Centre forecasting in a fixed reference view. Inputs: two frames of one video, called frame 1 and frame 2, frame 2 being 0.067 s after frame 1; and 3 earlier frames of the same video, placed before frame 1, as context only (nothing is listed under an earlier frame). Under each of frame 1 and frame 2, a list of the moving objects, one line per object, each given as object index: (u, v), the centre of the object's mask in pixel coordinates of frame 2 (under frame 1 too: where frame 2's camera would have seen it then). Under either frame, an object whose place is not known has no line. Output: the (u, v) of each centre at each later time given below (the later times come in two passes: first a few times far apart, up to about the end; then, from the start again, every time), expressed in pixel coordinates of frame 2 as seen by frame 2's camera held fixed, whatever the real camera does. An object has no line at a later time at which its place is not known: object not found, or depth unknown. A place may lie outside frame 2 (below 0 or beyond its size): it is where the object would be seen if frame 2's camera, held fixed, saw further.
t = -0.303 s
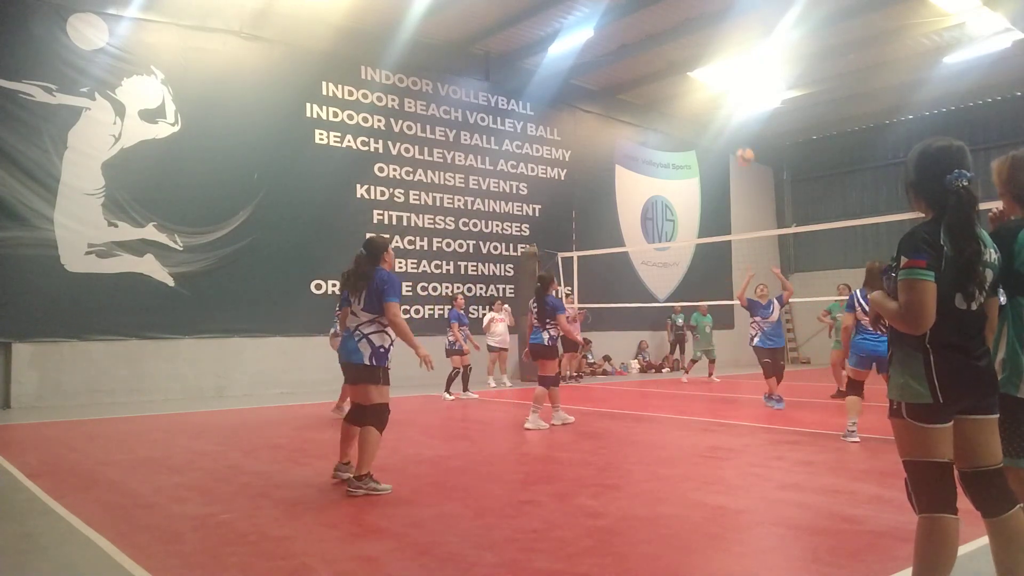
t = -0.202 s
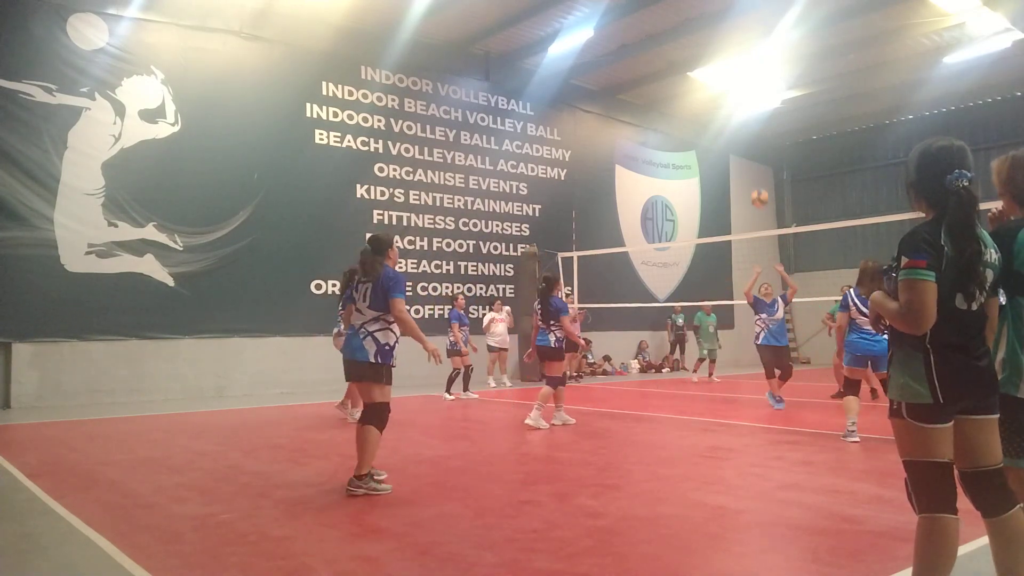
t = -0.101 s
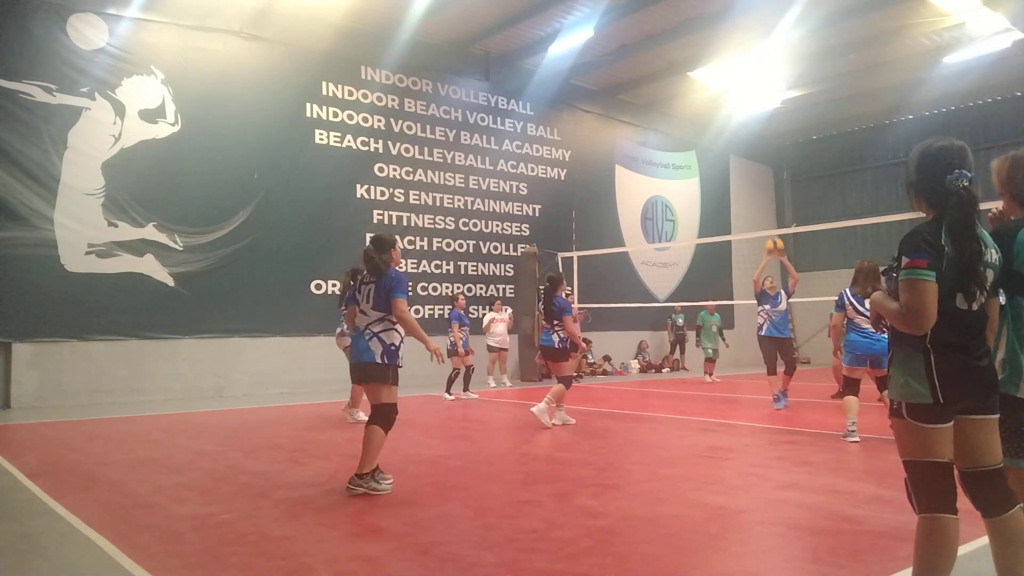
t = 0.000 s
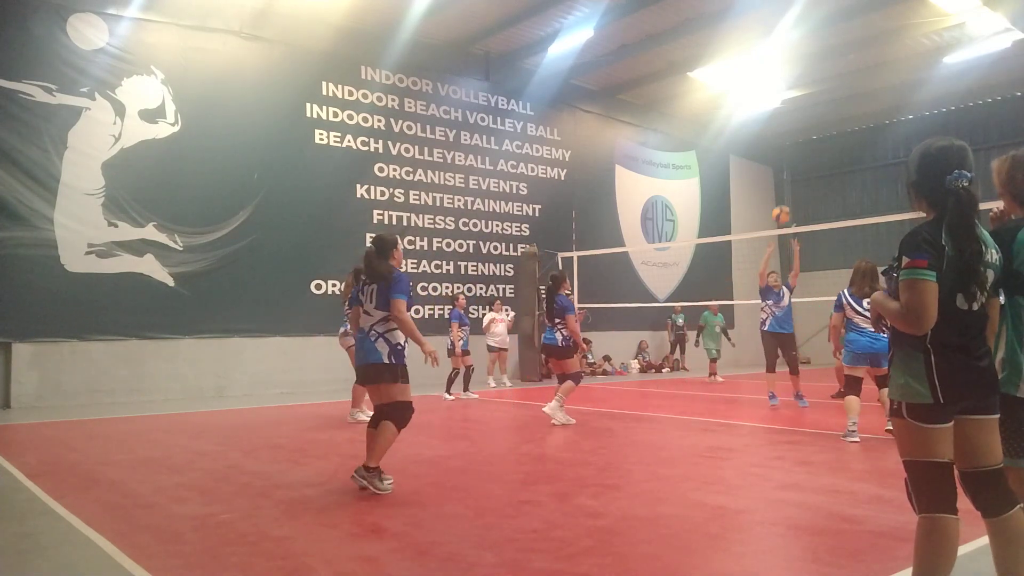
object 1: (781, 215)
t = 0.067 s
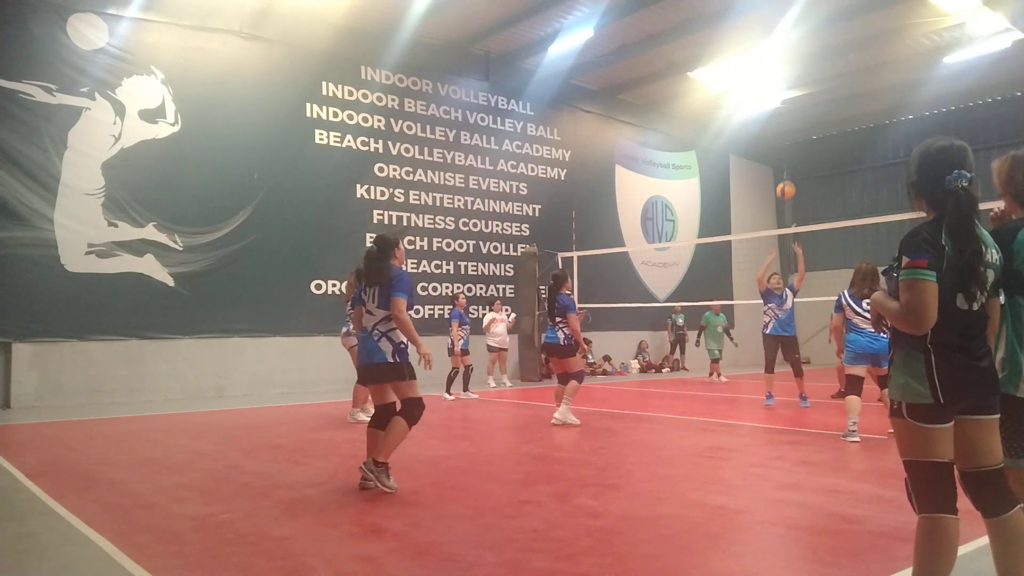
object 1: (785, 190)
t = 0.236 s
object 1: (798, 145)
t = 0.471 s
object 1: (816, 118)
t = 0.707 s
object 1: (837, 138)
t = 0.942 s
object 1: (861, 207)
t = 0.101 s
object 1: (788, 179)
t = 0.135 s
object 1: (790, 170)
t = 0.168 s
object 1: (792, 161)
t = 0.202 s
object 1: (795, 152)
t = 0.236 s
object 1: (798, 145)
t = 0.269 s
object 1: (800, 139)
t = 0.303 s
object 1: (802, 133)
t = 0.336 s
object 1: (805, 129)
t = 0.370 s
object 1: (808, 125)
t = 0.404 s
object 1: (811, 122)
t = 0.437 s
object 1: (813, 120)
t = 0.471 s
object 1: (816, 118)
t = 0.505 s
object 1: (819, 118)
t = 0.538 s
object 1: (822, 120)
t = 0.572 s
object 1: (825, 121)
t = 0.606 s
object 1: (828, 124)
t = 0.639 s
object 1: (831, 128)
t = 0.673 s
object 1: (834, 132)
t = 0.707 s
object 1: (837, 138)
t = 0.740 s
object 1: (841, 145)
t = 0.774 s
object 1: (844, 152)
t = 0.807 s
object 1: (847, 161)
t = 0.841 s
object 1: (851, 171)
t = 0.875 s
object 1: (854, 182)
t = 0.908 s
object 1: (858, 194)
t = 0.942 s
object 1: (861, 207)
